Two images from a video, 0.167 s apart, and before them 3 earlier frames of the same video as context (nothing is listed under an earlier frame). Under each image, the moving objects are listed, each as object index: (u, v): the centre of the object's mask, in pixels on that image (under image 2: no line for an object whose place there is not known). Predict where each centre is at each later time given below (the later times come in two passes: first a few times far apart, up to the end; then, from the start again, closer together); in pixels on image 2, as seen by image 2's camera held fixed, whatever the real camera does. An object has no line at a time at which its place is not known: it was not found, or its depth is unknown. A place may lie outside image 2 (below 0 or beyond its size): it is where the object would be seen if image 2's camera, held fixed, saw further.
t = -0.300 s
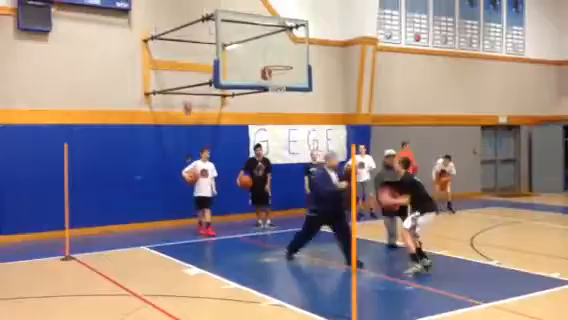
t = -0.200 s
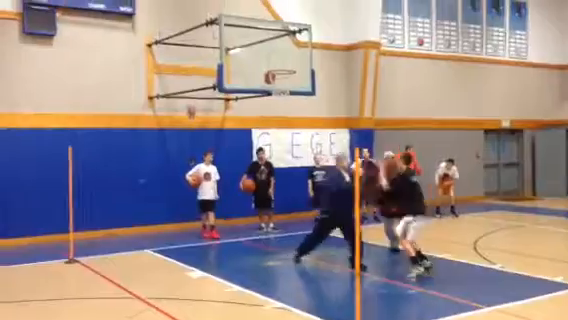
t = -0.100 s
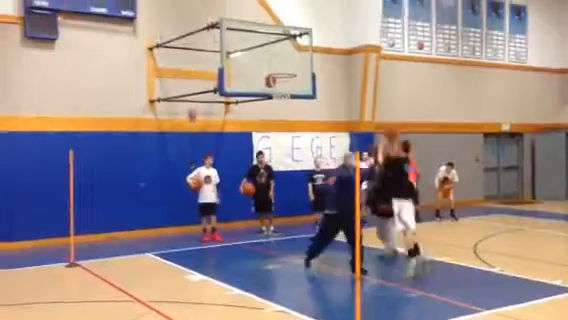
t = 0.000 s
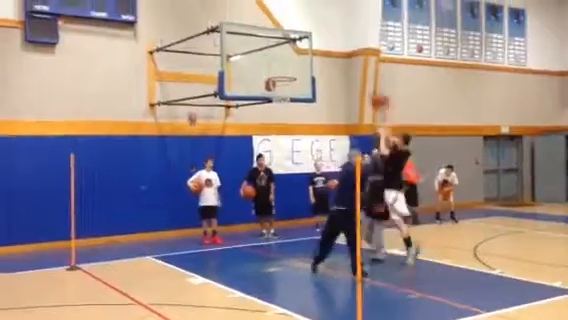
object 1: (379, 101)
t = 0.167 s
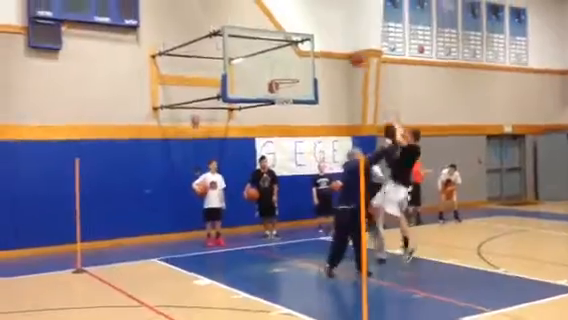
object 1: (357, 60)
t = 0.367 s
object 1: (328, 32)
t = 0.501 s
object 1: (310, 28)
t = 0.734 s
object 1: (281, 50)
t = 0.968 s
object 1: (261, 69)
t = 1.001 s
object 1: (259, 66)
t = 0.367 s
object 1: (328, 32)
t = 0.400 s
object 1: (324, 30)
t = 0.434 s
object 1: (319, 28)
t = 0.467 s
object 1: (314, 28)
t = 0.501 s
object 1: (310, 28)
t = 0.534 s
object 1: (305, 29)
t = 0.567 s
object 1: (302, 30)
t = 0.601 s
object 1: (298, 33)
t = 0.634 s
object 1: (295, 36)
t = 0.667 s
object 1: (290, 40)
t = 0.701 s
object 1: (285, 45)
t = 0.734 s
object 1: (281, 50)
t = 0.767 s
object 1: (279, 54)
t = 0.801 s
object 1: (275, 59)
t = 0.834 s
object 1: (271, 65)
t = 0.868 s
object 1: (266, 73)
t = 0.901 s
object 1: (266, 76)
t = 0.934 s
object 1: (264, 72)
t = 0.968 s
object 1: (261, 69)
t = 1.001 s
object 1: (259, 66)
